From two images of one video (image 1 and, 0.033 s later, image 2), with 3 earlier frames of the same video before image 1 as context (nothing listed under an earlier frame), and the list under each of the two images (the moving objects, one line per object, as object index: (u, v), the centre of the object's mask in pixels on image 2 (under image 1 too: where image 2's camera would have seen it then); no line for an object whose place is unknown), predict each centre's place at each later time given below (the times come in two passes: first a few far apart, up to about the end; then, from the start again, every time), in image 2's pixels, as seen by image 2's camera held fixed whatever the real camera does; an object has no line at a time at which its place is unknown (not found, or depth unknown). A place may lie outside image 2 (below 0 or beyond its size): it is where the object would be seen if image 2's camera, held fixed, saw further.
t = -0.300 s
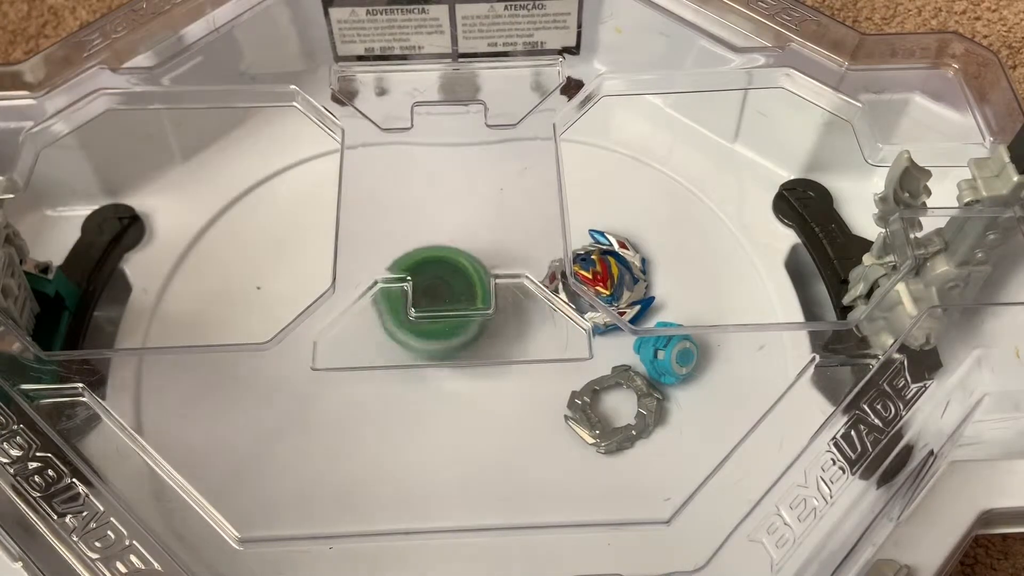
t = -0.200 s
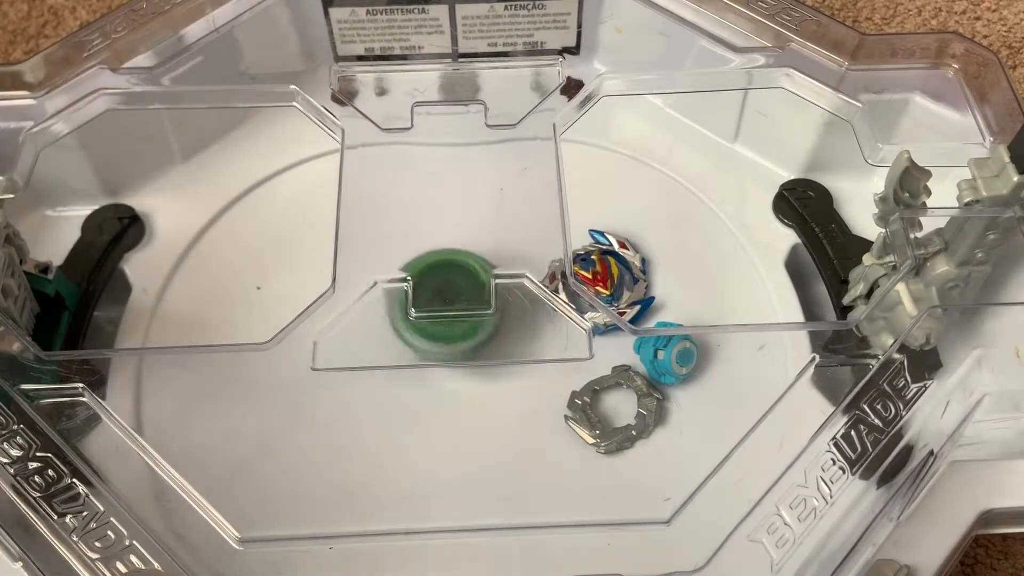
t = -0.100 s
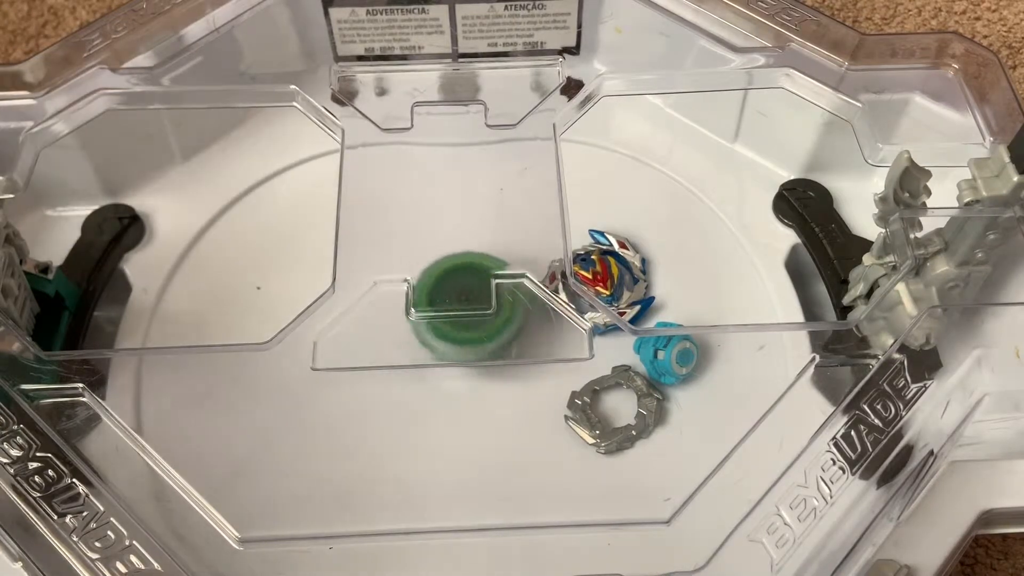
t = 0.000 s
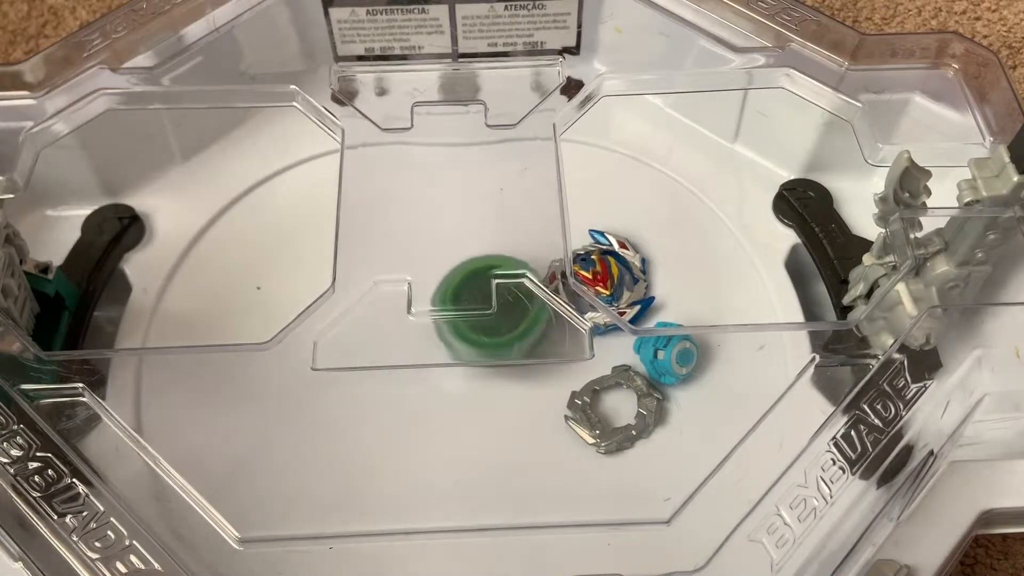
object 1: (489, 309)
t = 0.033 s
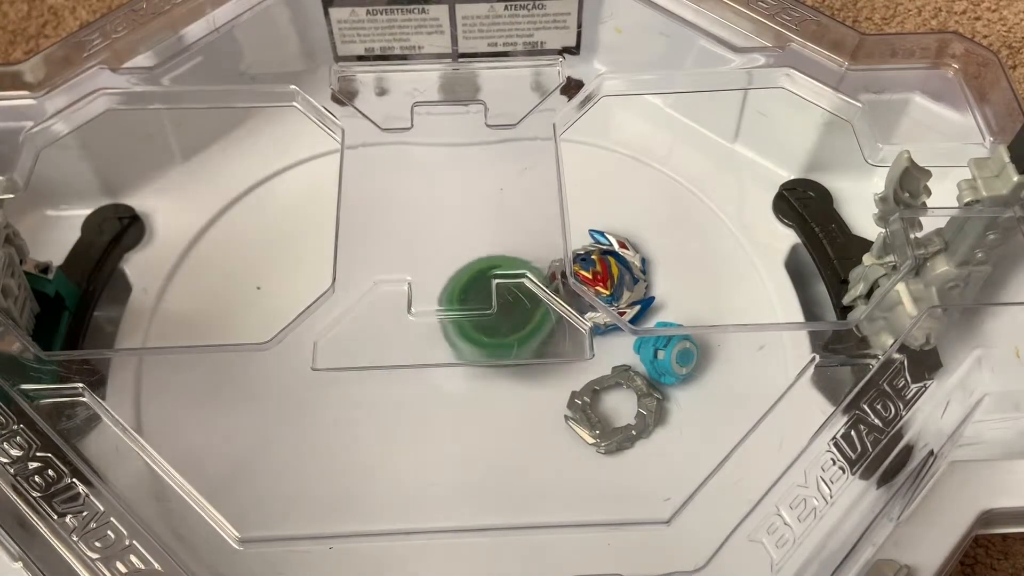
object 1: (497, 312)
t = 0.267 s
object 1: (511, 329)
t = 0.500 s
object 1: (503, 352)
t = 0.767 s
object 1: (479, 378)
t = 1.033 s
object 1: (450, 368)
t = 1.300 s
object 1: (409, 357)
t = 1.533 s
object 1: (409, 342)
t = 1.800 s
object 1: (434, 309)
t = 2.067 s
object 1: (463, 292)
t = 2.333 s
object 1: (486, 318)
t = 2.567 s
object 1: (512, 329)
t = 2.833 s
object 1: (504, 346)
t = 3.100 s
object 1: (479, 373)
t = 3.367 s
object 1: (462, 371)
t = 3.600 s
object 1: (422, 362)
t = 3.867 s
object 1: (416, 347)
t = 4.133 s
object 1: (428, 309)
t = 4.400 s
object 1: (442, 304)
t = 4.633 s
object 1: (475, 305)
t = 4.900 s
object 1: (489, 307)
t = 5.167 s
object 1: (507, 339)
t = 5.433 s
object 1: (500, 366)
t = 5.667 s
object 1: (486, 369)
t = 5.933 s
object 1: (468, 373)
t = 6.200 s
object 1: (443, 371)
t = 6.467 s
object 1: (423, 358)
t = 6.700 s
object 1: (415, 345)
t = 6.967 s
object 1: (420, 322)
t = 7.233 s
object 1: (427, 310)
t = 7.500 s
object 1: (437, 307)
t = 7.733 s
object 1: (436, 305)
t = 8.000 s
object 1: (428, 306)
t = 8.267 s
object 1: (419, 320)
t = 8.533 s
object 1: (414, 321)
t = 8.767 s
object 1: (412, 326)
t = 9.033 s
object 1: (409, 342)
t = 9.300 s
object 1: (411, 346)
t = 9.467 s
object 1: (411, 345)
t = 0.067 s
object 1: (501, 312)
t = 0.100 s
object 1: (504, 313)
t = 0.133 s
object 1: (505, 314)
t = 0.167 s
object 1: (507, 315)
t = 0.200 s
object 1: (507, 318)
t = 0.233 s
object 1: (511, 328)
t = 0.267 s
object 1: (511, 329)
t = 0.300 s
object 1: (510, 329)
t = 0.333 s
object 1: (510, 329)
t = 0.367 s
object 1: (508, 338)
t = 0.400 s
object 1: (507, 341)
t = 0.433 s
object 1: (506, 346)
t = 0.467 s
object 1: (504, 349)
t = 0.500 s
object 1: (503, 352)
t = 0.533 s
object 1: (506, 350)
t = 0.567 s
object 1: (495, 365)
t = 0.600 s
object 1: (492, 367)
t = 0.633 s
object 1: (489, 371)
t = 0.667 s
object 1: (486, 374)
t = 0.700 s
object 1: (484, 376)
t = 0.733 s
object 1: (482, 378)
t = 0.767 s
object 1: (479, 378)
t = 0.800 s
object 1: (477, 378)
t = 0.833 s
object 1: (474, 378)
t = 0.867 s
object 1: (471, 377)
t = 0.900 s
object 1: (468, 375)
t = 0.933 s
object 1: (465, 374)
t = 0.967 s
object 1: (461, 372)
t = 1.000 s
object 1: (456, 370)
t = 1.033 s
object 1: (450, 368)
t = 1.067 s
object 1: (443, 368)
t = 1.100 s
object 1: (436, 368)
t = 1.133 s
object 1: (428, 362)
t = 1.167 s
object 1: (423, 362)
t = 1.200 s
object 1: (417, 360)
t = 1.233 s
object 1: (413, 359)
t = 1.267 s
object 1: (411, 358)
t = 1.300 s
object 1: (409, 357)
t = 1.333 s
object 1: (408, 354)
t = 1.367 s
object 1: (407, 352)
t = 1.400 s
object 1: (407, 350)
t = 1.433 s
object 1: (407, 348)
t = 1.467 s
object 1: (407, 346)
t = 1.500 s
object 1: (408, 344)
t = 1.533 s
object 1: (409, 342)
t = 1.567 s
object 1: (408, 333)
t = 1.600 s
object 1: (415, 325)
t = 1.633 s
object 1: (417, 324)
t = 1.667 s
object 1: (420, 322)
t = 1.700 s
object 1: (423, 320)
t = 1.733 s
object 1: (427, 320)
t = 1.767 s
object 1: (429, 310)
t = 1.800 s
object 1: (434, 309)
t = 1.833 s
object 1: (437, 308)
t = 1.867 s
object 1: (441, 306)
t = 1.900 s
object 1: (445, 304)
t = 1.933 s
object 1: (450, 300)
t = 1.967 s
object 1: (456, 298)
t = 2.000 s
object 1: (459, 295)
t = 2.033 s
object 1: (461, 293)
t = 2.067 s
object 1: (463, 292)
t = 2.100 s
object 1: (463, 292)
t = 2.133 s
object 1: (465, 294)
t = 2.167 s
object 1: (466, 296)
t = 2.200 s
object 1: (468, 301)
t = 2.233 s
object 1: (471, 305)
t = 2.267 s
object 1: (475, 307)
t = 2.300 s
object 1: (481, 308)
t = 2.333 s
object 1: (486, 318)
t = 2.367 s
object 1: (492, 318)
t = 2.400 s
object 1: (499, 321)
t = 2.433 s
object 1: (510, 329)
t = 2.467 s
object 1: (511, 329)
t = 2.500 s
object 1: (512, 329)
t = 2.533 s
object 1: (512, 329)
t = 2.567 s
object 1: (512, 329)
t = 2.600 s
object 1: (512, 329)
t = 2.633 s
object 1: (511, 329)
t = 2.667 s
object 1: (510, 337)
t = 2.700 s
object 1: (509, 338)
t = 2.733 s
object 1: (508, 339)
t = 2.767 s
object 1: (507, 341)
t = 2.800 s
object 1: (506, 343)
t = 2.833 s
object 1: (504, 346)
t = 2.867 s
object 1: (503, 349)
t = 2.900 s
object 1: (500, 353)
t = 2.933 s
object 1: (498, 355)
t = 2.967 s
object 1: (491, 366)
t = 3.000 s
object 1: (488, 366)
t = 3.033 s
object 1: (484, 368)
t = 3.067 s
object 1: (481, 371)
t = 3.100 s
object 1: (479, 373)
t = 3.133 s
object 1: (477, 375)
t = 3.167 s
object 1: (476, 376)
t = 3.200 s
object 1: (475, 376)
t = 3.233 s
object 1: (473, 375)
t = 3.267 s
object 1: (472, 374)
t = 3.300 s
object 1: (469, 373)
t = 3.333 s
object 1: (466, 372)
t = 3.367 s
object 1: (462, 371)
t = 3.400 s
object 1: (457, 370)
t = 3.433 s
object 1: (451, 369)
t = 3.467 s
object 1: (444, 368)
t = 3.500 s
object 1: (437, 368)
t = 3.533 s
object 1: (430, 368)
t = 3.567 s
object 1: (425, 362)
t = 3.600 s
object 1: (422, 362)
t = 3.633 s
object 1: (419, 362)
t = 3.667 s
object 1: (417, 362)
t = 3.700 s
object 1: (416, 360)
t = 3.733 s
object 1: (416, 359)
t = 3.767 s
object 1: (416, 357)
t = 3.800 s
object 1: (416, 354)
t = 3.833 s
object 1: (416, 350)
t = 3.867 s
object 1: (416, 347)
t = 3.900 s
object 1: (416, 344)
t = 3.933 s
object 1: (419, 327)
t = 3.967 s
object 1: (421, 324)
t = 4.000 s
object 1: (422, 322)
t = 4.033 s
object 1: (423, 320)
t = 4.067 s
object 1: (425, 321)
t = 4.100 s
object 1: (426, 309)
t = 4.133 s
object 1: (428, 309)
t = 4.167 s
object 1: (430, 306)
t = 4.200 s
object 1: (430, 304)
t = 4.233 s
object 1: (432, 303)
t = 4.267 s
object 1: (433, 302)
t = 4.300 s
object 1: (435, 302)
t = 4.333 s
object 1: (437, 303)
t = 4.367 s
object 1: (439, 304)
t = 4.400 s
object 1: (442, 304)
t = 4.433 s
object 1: (444, 304)
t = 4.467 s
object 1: (447, 305)
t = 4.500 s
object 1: (452, 305)
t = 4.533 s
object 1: (459, 305)
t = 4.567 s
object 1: (464, 306)
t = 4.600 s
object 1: (469, 306)
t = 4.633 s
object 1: (475, 305)
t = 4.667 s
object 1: (479, 305)
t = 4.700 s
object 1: (482, 305)
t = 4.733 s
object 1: (484, 304)
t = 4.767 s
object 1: (485, 304)
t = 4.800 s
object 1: (486, 305)
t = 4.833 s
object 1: (486, 306)
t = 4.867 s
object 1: (486, 307)
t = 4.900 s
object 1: (489, 307)
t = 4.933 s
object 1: (490, 316)
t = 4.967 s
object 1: (490, 317)
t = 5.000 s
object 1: (493, 320)
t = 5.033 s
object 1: (498, 323)
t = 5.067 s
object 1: (505, 329)
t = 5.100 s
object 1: (507, 330)
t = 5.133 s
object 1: (507, 338)
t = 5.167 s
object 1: (507, 339)
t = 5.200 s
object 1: (507, 340)
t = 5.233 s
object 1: (507, 340)
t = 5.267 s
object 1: (506, 341)
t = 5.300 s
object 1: (505, 343)
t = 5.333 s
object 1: (504, 345)
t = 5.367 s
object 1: (503, 349)
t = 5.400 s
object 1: (513, 354)
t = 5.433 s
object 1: (500, 366)
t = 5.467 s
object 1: (496, 366)
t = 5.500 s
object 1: (495, 358)
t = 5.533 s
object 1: (492, 366)
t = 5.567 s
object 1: (489, 366)
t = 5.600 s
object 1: (488, 367)
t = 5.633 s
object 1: (486, 368)
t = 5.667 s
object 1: (486, 369)
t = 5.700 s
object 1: (485, 369)
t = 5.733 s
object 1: (483, 369)
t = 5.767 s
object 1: (481, 370)
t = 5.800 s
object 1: (479, 370)
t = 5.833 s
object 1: (476, 371)
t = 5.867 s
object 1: (473, 371)
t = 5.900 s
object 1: (471, 372)
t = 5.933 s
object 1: (468, 373)
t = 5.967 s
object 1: (465, 373)
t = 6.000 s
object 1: (461, 373)
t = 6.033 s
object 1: (456, 372)
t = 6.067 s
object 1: (453, 373)
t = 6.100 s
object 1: (449, 372)
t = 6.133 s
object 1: (446, 372)
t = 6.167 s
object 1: (444, 372)
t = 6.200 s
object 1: (443, 371)
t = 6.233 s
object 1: (442, 370)
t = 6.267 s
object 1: (439, 368)
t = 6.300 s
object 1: (436, 368)
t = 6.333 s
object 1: (434, 361)
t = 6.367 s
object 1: (428, 361)
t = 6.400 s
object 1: (427, 362)
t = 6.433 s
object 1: (425, 360)
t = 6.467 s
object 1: (423, 358)
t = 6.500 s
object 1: (421, 356)
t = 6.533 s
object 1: (419, 354)
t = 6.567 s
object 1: (417, 352)
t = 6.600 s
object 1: (415, 350)
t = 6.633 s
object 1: (415, 348)
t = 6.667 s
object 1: (415, 346)
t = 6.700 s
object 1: (415, 345)
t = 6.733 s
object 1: (415, 343)
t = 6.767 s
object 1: (418, 334)
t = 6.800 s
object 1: (417, 326)
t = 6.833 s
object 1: (417, 325)
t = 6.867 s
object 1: (417, 325)
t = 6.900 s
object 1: (418, 324)
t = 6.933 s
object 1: (420, 323)
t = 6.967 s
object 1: (420, 322)
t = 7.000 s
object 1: (421, 321)
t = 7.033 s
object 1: (421, 320)
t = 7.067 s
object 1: (422, 320)
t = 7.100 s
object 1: (423, 320)
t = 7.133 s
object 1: (425, 320)
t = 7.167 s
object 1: (427, 320)
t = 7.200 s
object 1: (427, 311)
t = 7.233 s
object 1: (427, 310)
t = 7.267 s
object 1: (431, 311)
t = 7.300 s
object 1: (432, 310)
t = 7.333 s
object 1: (433, 311)
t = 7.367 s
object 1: (435, 309)
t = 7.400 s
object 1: (436, 308)
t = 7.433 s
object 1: (436, 307)
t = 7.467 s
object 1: (437, 307)
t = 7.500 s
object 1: (437, 307)
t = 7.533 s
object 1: (438, 306)
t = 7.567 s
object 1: (438, 305)
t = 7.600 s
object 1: (439, 304)
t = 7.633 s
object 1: (437, 304)
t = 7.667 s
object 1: (436, 304)
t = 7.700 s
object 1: (436, 304)
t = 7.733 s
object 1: (436, 305)
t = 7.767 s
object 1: (436, 304)
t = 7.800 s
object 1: (435, 304)
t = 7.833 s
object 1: (434, 305)
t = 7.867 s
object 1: (433, 306)
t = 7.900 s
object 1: (433, 305)
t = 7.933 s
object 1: (433, 305)
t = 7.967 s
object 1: (431, 305)
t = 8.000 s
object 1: (428, 306)
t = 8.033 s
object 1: (426, 308)
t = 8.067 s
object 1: (424, 311)
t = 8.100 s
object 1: (422, 310)
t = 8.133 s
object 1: (423, 311)
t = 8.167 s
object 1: (419, 310)
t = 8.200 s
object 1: (419, 320)
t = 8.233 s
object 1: (419, 320)
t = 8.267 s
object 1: (419, 320)
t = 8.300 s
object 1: (419, 320)
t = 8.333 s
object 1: (419, 319)
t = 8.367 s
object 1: (418, 320)
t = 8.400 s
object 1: (417, 320)
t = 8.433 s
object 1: (416, 320)
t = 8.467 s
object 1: (416, 321)
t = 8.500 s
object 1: (415, 321)
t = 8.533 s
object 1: (414, 321)
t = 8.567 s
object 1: (413, 322)
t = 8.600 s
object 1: (413, 323)
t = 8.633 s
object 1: (413, 324)
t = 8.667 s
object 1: (413, 324)
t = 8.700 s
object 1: (413, 324)
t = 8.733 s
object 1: (412, 325)
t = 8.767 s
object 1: (412, 326)
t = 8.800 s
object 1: (412, 327)
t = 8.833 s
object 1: (413, 327)
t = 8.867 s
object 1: (408, 333)
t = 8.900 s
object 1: (409, 341)
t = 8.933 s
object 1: (409, 341)
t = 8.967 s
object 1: (409, 342)
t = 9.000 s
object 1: (409, 342)
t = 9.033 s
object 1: (409, 342)
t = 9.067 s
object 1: (408, 343)
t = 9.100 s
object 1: (408, 343)
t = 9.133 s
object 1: (409, 344)
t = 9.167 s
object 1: (410, 345)
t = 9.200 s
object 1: (410, 345)
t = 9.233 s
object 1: (410, 345)
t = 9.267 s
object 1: (410, 346)
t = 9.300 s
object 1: (411, 346)
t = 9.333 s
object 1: (412, 346)
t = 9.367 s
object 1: (411, 345)
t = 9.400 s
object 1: (410, 345)
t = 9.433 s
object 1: (410, 345)
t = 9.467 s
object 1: (411, 345)
